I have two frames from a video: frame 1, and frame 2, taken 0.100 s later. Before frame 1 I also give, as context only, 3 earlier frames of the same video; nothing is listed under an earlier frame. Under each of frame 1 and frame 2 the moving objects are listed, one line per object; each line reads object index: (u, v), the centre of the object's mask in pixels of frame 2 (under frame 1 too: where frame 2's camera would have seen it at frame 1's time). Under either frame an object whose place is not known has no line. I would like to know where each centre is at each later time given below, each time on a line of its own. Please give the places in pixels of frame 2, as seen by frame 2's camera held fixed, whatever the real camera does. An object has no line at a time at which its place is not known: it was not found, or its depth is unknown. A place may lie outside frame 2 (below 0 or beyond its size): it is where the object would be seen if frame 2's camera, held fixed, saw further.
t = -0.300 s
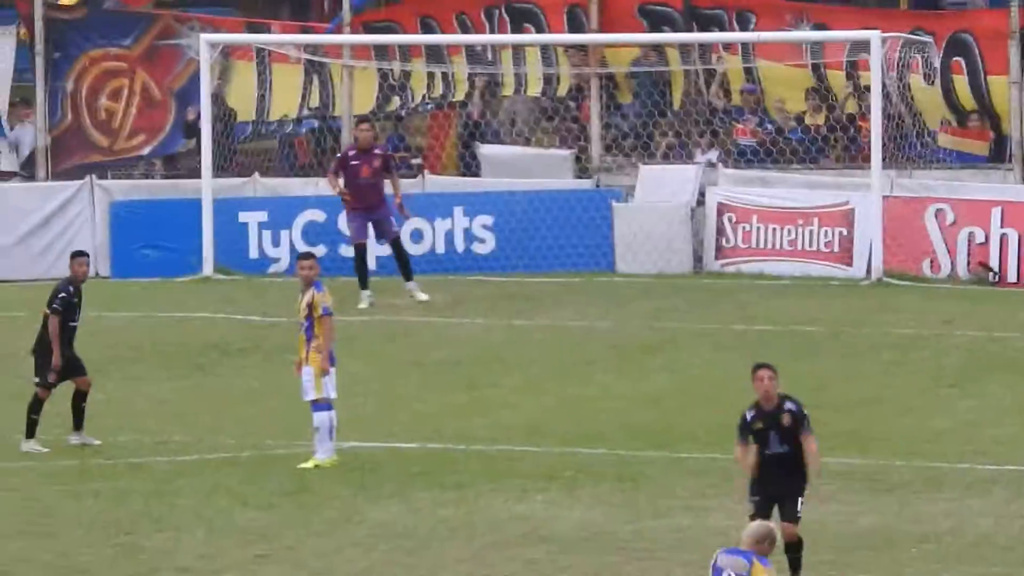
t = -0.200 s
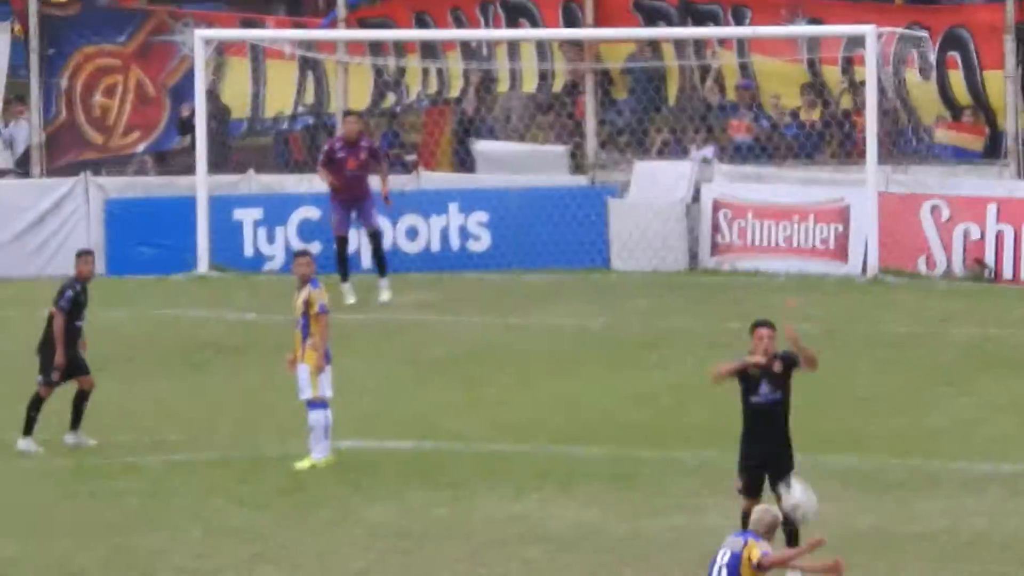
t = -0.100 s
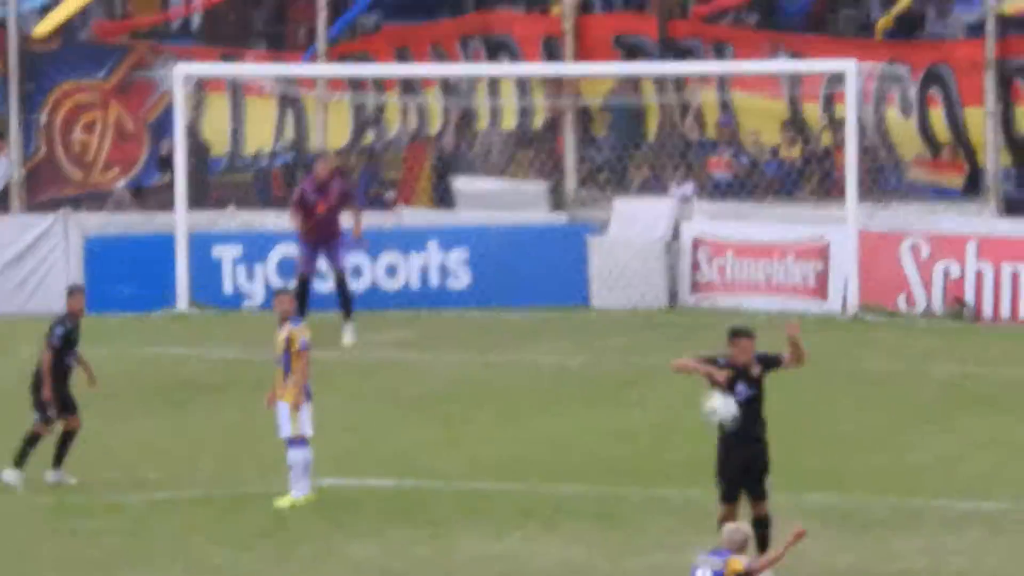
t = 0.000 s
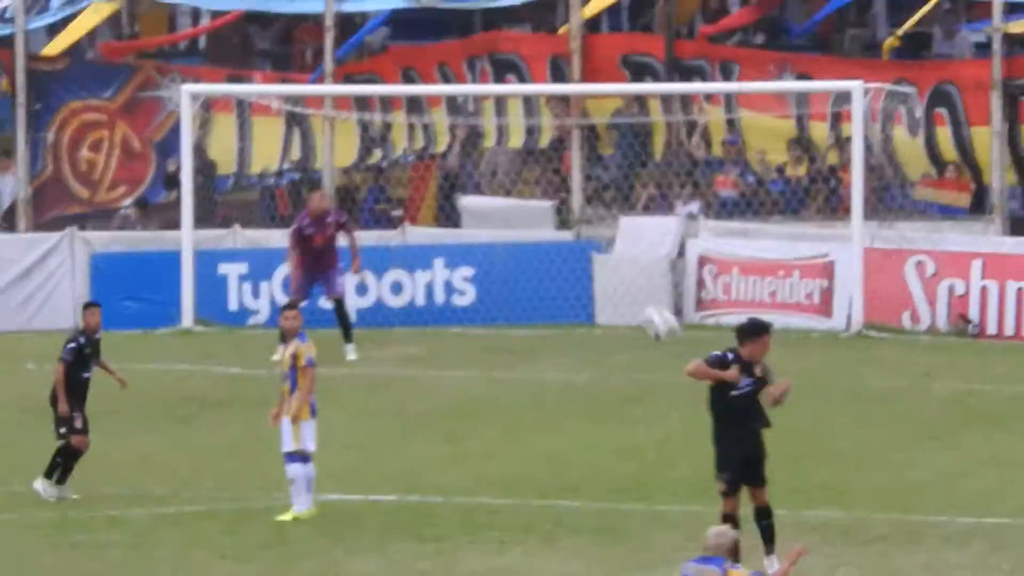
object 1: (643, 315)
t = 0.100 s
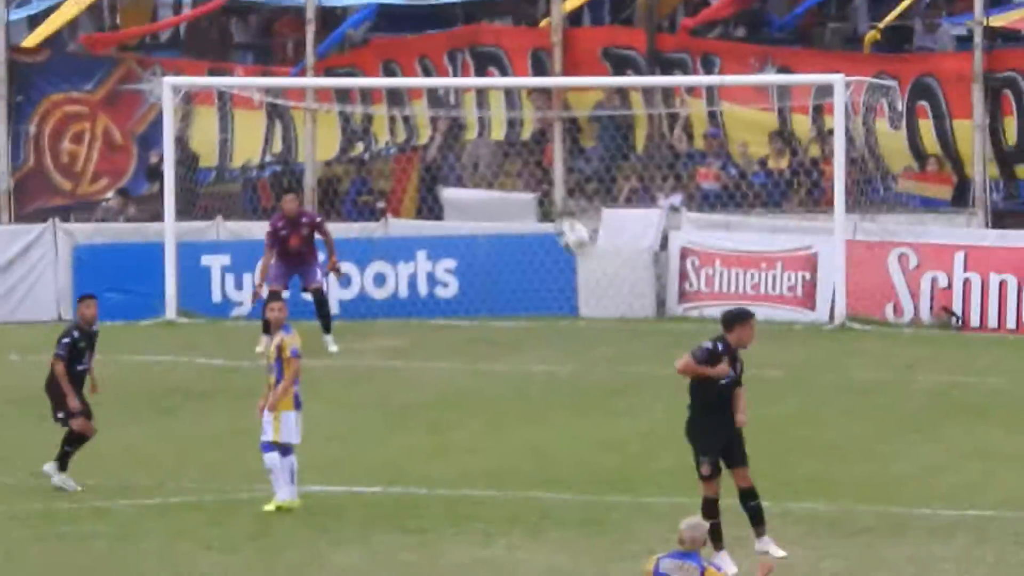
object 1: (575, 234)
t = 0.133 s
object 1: (551, 214)
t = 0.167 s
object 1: (530, 197)
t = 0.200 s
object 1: (506, 179)
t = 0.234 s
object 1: (479, 163)
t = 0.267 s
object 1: (452, 149)
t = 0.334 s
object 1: (401, 128)
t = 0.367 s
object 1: (375, 119)
